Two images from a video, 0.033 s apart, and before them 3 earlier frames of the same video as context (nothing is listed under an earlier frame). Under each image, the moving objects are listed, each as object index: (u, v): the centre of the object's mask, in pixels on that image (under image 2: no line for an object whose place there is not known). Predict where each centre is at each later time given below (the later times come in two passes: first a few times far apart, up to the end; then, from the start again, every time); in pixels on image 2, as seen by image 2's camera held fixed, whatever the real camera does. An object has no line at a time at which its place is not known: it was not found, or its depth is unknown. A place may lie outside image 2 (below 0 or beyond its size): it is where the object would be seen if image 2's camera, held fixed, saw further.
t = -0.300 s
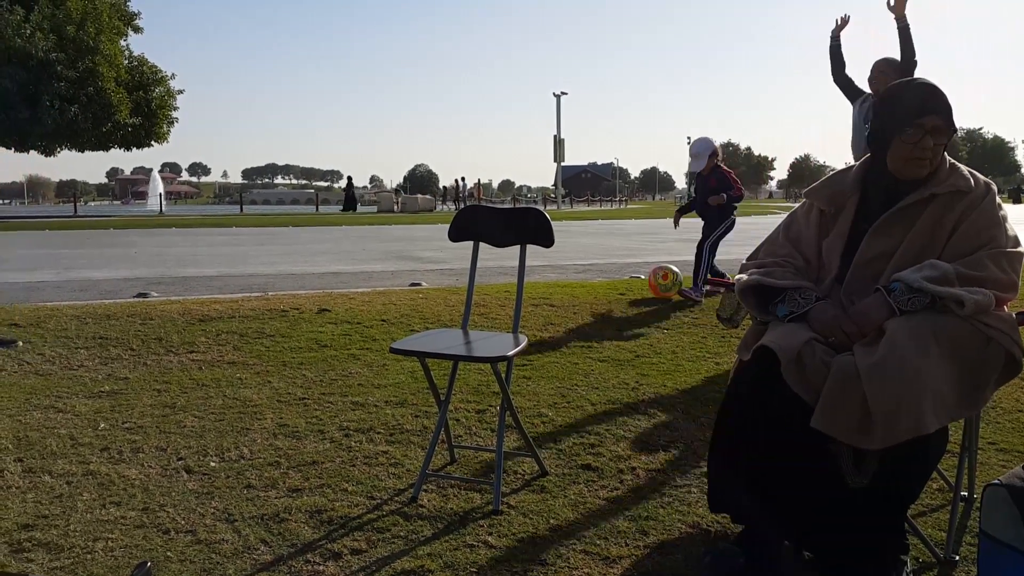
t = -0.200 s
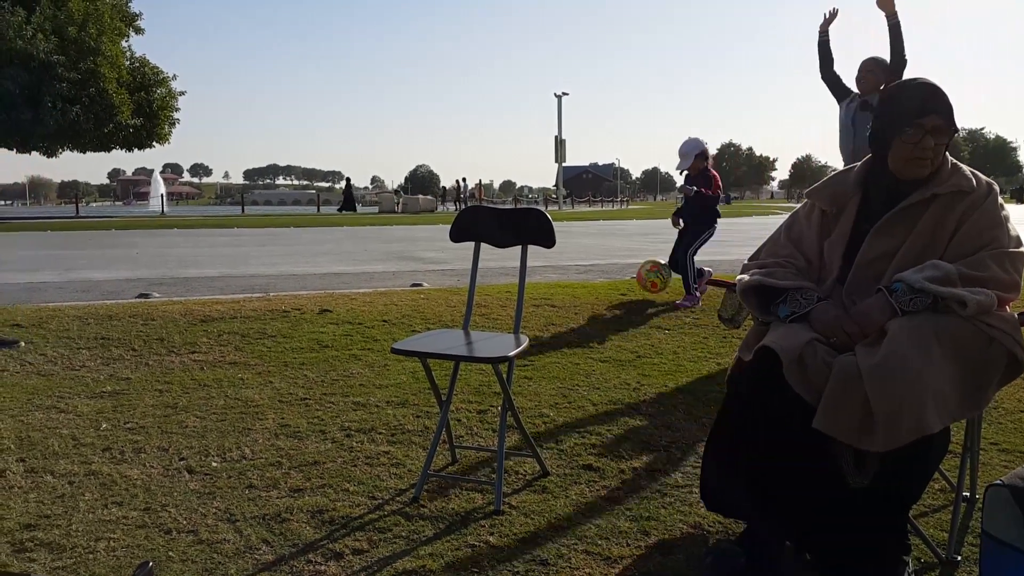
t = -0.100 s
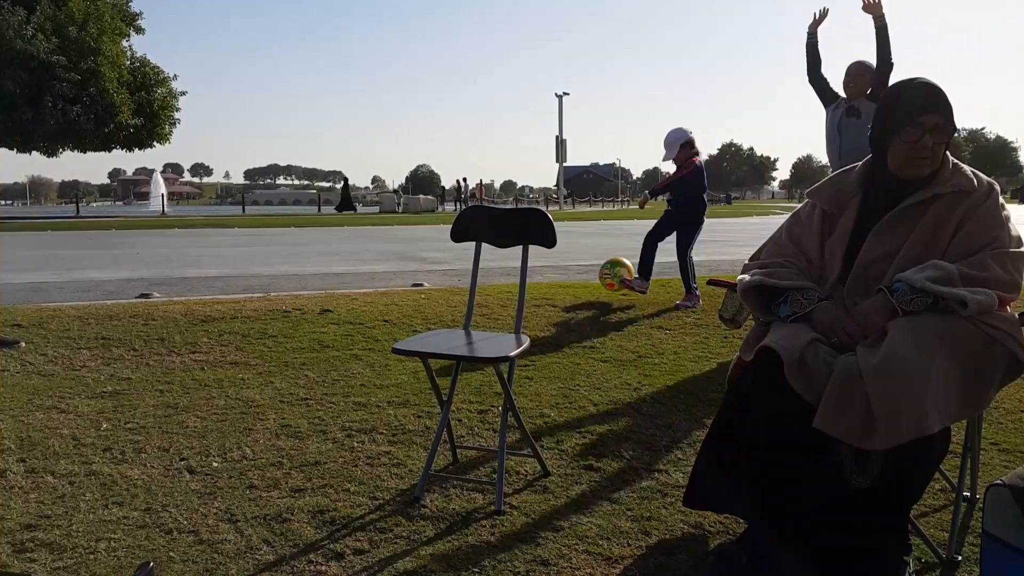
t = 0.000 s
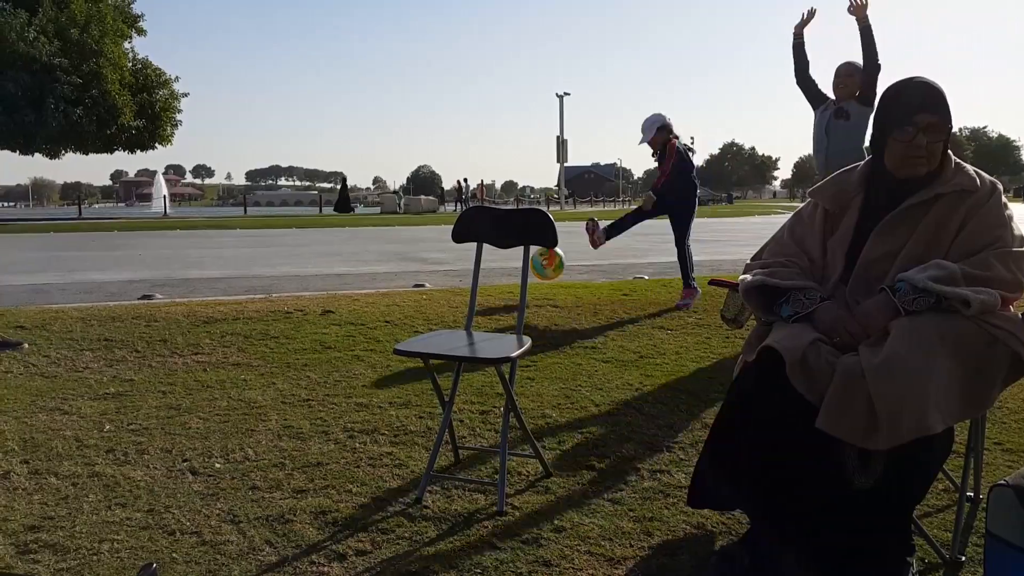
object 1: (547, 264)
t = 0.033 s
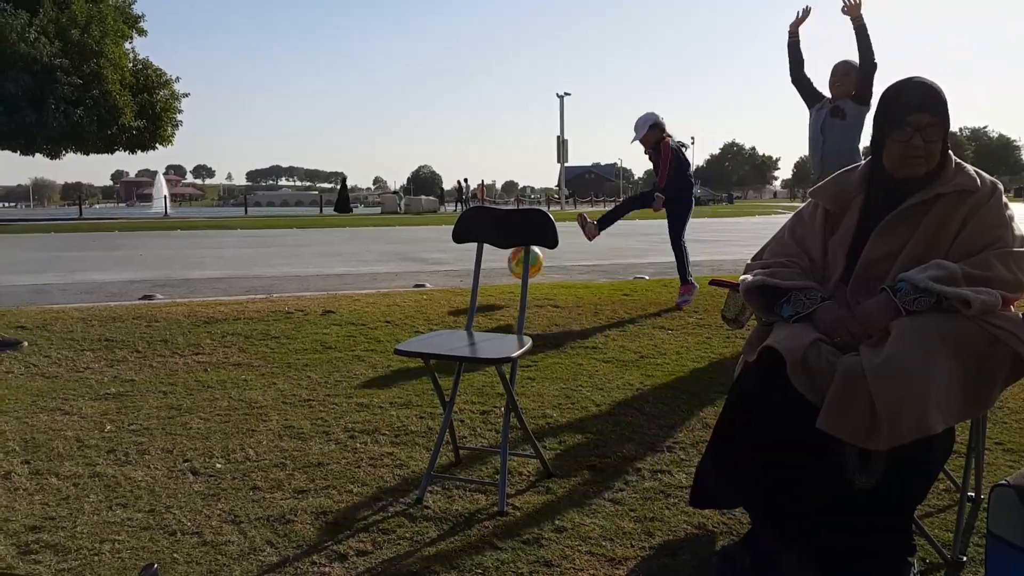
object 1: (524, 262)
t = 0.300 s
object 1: (358, 275)
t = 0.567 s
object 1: (243, 279)
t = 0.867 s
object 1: (142, 284)
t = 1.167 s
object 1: (54, 275)
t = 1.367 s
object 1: (0, 273)
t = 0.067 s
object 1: (502, 263)
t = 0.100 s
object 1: (482, 264)
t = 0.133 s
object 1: (457, 267)
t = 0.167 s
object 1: (433, 272)
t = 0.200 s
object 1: (411, 277)
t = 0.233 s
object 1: (388, 283)
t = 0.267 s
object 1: (373, 279)
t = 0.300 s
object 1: (358, 275)
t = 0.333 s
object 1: (342, 273)
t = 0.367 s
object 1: (326, 272)
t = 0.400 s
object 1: (311, 273)
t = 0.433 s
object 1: (296, 276)
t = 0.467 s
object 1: (282, 279)
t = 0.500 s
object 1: (269, 282)
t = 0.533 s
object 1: (256, 280)
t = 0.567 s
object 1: (243, 279)
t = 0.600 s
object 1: (231, 280)
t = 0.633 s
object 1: (219, 283)
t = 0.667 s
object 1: (208, 283)
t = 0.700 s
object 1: (196, 280)
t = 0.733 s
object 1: (185, 277)
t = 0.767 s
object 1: (173, 276)
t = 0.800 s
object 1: (162, 277)
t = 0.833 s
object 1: (152, 281)
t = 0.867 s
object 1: (142, 284)
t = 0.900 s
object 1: (132, 284)
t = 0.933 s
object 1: (122, 281)
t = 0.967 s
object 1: (111, 280)
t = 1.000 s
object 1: (101, 281)
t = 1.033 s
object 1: (91, 283)
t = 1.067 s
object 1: (82, 281)
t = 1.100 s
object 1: (73, 278)
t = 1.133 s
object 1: (64, 276)
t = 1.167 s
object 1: (54, 275)
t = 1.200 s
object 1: (44, 276)
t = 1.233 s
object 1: (34, 279)
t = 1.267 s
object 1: (25, 279)
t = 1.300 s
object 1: (17, 276)
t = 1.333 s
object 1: (9, 274)
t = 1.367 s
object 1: (0, 273)
